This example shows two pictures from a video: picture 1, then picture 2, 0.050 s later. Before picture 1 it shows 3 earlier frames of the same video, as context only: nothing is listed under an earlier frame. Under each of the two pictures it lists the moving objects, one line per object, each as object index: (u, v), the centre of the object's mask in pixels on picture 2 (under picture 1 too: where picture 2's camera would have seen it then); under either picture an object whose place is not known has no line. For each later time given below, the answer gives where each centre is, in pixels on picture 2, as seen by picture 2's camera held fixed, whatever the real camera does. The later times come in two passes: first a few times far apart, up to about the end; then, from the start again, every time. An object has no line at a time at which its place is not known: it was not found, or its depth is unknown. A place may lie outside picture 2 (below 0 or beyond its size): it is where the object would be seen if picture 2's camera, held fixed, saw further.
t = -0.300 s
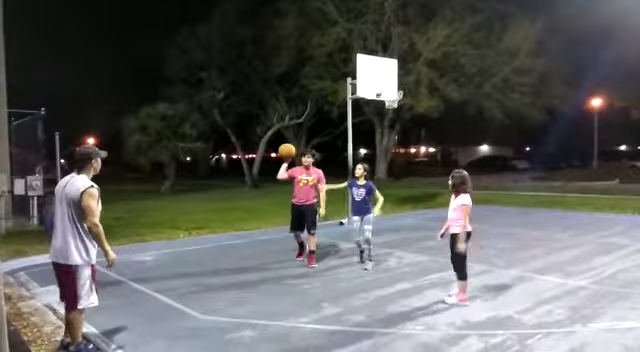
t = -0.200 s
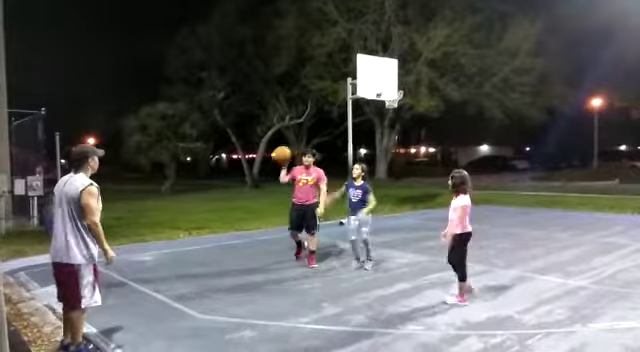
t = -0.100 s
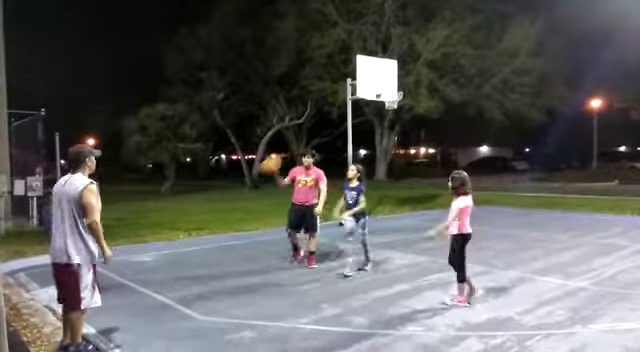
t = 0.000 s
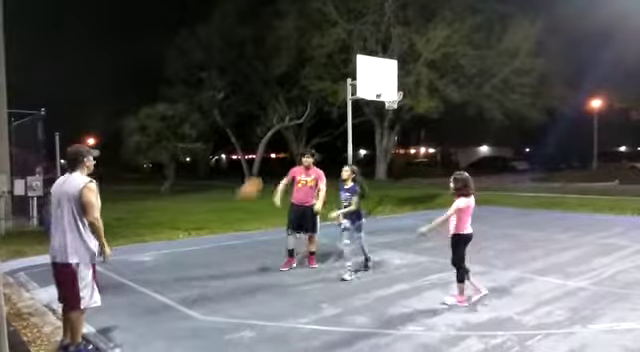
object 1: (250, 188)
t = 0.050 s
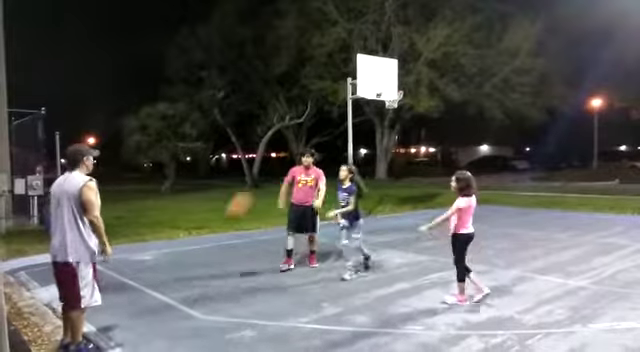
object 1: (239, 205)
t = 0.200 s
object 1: (196, 284)
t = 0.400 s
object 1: (157, 239)
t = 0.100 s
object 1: (228, 223)
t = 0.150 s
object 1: (216, 250)
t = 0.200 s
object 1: (196, 284)
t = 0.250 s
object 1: (188, 287)
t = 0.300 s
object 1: (175, 270)
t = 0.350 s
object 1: (167, 254)
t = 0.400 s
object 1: (157, 239)
